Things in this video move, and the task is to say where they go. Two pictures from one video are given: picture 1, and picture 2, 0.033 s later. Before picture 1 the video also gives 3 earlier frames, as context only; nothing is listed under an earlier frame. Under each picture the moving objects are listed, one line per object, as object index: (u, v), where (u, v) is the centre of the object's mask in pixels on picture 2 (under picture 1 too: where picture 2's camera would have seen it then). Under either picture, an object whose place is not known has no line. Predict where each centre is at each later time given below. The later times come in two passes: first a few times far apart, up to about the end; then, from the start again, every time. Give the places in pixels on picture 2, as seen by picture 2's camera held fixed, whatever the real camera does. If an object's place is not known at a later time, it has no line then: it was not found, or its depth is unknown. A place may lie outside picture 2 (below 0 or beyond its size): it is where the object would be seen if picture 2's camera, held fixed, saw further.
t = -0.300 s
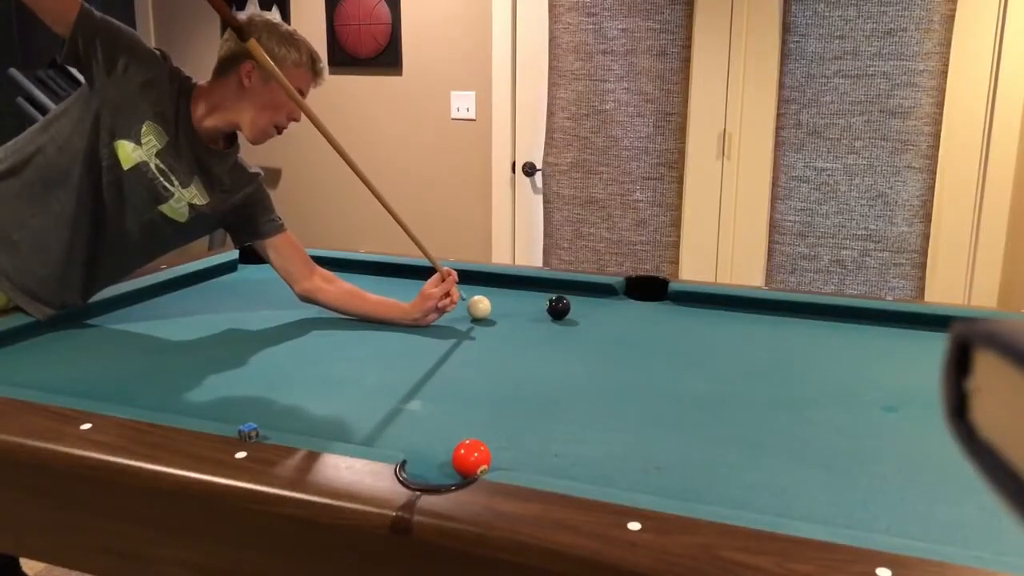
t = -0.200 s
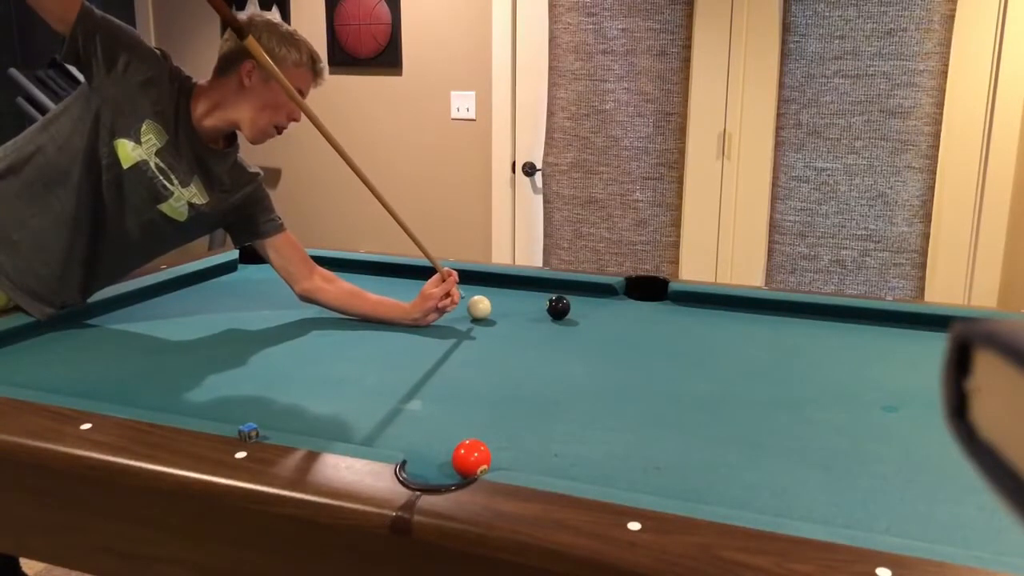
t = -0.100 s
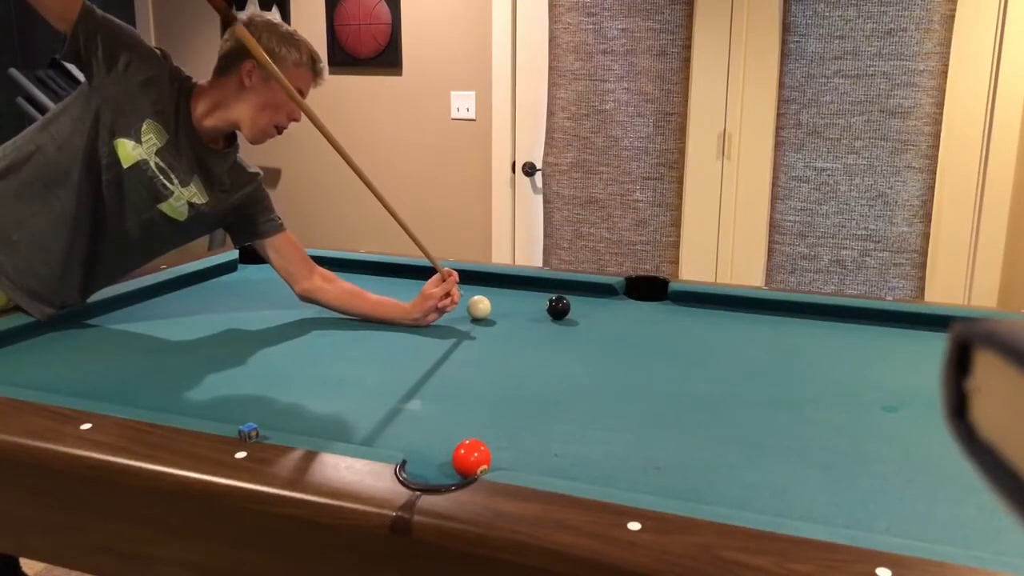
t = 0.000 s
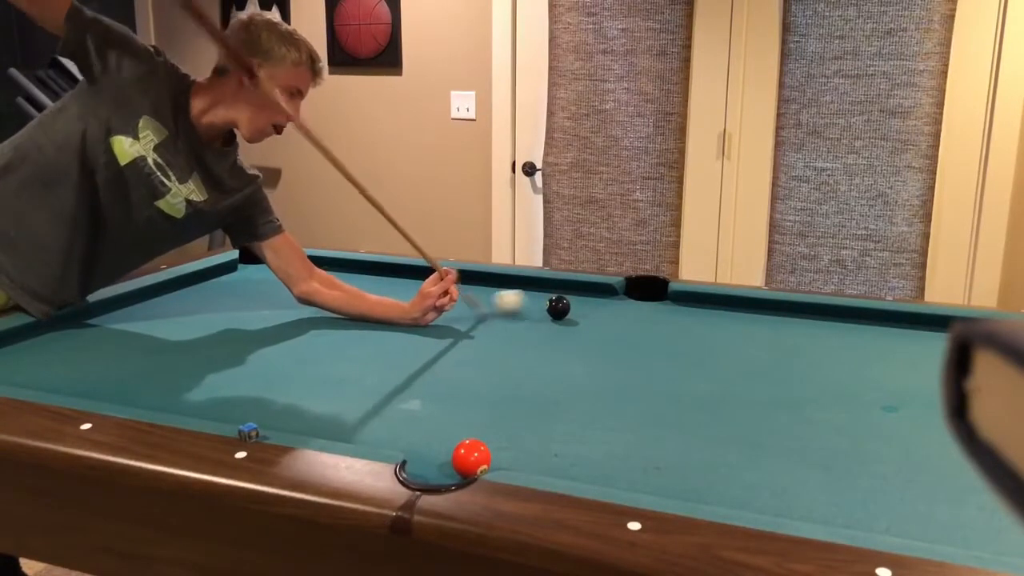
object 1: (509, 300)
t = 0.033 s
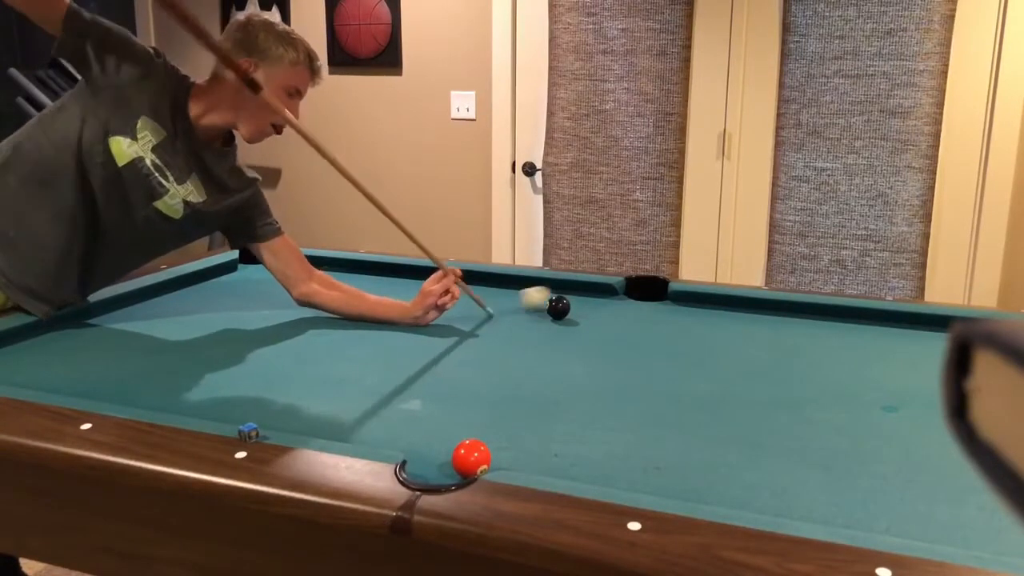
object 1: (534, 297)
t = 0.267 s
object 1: (605, 304)
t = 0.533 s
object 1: (585, 331)
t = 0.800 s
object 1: (555, 361)
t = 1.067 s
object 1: (519, 398)
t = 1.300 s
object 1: (482, 433)
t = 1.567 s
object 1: (445, 450)
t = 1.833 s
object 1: (427, 456)
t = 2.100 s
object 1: (441, 458)
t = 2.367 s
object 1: (450, 459)
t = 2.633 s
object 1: (450, 460)
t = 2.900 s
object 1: (450, 459)
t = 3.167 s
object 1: (450, 460)
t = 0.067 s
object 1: (562, 290)
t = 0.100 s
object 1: (583, 289)
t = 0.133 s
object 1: (600, 288)
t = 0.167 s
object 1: (603, 291)
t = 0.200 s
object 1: (604, 295)
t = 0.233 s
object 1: (605, 299)
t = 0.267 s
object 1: (605, 304)
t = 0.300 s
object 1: (605, 307)
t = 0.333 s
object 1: (603, 311)
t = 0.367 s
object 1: (601, 314)
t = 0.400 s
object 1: (599, 318)
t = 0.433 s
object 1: (595, 321)
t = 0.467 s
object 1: (592, 325)
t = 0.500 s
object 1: (589, 328)
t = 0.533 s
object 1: (585, 331)
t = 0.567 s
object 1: (581, 335)
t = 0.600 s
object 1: (578, 338)
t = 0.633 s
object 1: (575, 342)
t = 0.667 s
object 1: (571, 346)
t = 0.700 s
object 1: (567, 349)
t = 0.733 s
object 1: (563, 353)
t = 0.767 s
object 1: (559, 357)
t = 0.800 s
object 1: (555, 361)
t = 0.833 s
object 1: (551, 366)
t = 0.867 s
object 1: (547, 370)
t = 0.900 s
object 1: (542, 374)
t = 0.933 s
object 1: (538, 379)
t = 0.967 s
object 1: (533, 384)
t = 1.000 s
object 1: (529, 388)
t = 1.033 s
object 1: (524, 393)
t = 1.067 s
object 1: (519, 398)
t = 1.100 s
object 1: (514, 404)
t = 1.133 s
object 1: (509, 409)
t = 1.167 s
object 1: (503, 414)
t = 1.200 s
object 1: (498, 419)
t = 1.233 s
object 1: (492, 425)
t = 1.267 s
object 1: (487, 430)
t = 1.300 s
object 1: (482, 433)
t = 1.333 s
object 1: (476, 436)
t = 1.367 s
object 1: (471, 438)
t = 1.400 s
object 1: (466, 440)
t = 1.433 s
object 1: (462, 444)
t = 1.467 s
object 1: (458, 446)
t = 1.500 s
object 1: (453, 447)
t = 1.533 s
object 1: (449, 449)
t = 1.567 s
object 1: (445, 450)
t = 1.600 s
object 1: (441, 451)
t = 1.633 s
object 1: (436, 452)
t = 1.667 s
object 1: (432, 453)
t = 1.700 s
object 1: (428, 455)
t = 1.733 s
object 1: (425, 455)
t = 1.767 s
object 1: (423, 456)
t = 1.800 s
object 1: (425, 456)
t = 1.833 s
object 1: (427, 456)
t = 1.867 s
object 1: (429, 456)
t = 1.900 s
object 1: (431, 458)
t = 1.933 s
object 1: (433, 457)
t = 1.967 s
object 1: (435, 456)
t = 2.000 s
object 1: (436, 457)
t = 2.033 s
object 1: (438, 458)
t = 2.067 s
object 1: (440, 458)
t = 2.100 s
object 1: (441, 458)
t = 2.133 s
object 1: (443, 458)
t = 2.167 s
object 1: (445, 459)
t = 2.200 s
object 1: (446, 458)
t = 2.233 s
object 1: (447, 458)
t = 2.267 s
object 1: (448, 458)
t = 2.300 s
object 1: (449, 459)
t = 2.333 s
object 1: (449, 459)
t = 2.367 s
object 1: (450, 459)
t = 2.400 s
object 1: (450, 460)
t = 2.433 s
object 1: (450, 459)
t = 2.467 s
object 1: (450, 459)
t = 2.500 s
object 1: (451, 460)
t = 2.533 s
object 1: (451, 460)
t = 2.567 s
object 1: (451, 460)
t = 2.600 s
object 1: (450, 459)
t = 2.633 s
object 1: (450, 460)
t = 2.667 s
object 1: (450, 459)
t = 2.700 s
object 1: (450, 459)
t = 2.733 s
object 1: (450, 459)
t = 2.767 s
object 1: (450, 460)
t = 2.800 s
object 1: (450, 459)
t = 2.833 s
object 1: (450, 460)
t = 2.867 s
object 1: (450, 460)
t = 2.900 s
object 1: (450, 459)
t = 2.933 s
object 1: (450, 459)
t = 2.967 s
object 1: (450, 460)
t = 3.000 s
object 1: (450, 459)
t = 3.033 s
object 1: (450, 460)
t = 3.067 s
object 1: (450, 459)
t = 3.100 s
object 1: (450, 460)
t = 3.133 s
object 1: (450, 459)
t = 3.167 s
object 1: (450, 460)
